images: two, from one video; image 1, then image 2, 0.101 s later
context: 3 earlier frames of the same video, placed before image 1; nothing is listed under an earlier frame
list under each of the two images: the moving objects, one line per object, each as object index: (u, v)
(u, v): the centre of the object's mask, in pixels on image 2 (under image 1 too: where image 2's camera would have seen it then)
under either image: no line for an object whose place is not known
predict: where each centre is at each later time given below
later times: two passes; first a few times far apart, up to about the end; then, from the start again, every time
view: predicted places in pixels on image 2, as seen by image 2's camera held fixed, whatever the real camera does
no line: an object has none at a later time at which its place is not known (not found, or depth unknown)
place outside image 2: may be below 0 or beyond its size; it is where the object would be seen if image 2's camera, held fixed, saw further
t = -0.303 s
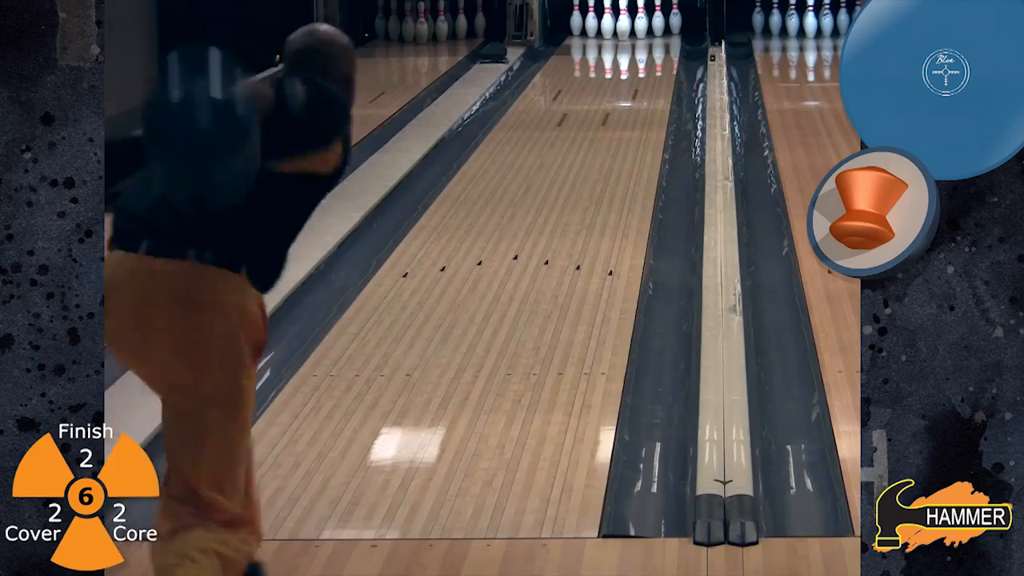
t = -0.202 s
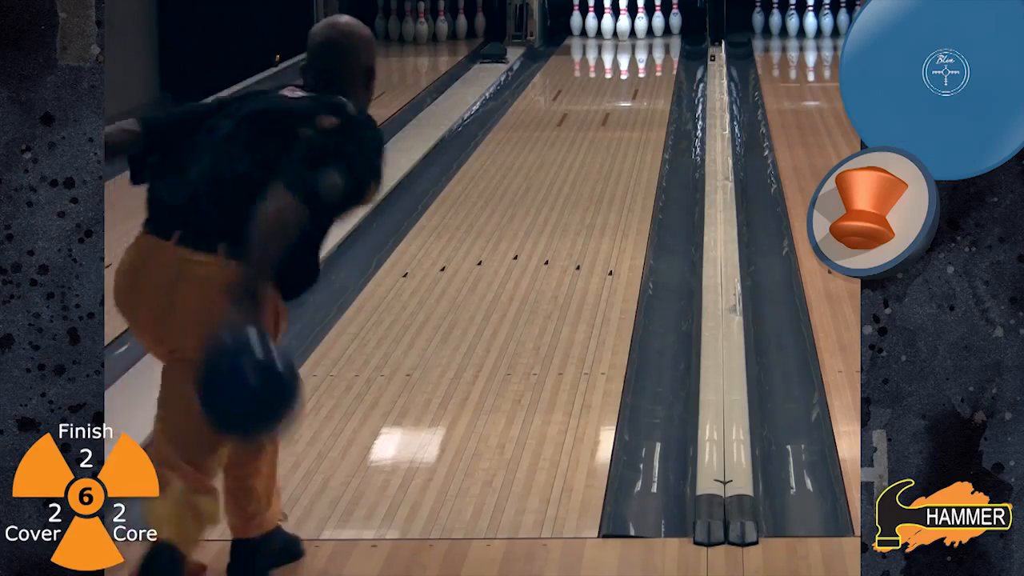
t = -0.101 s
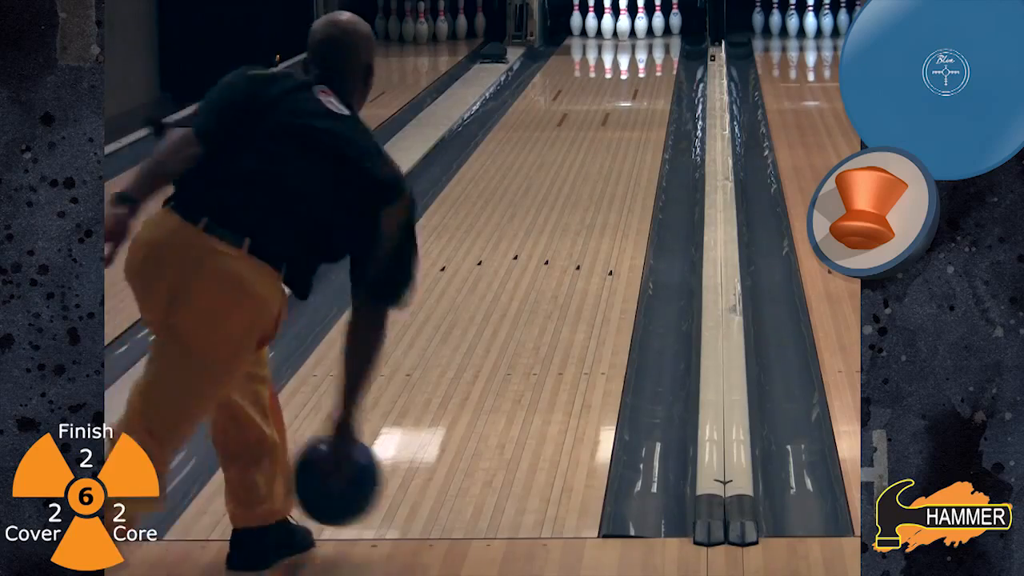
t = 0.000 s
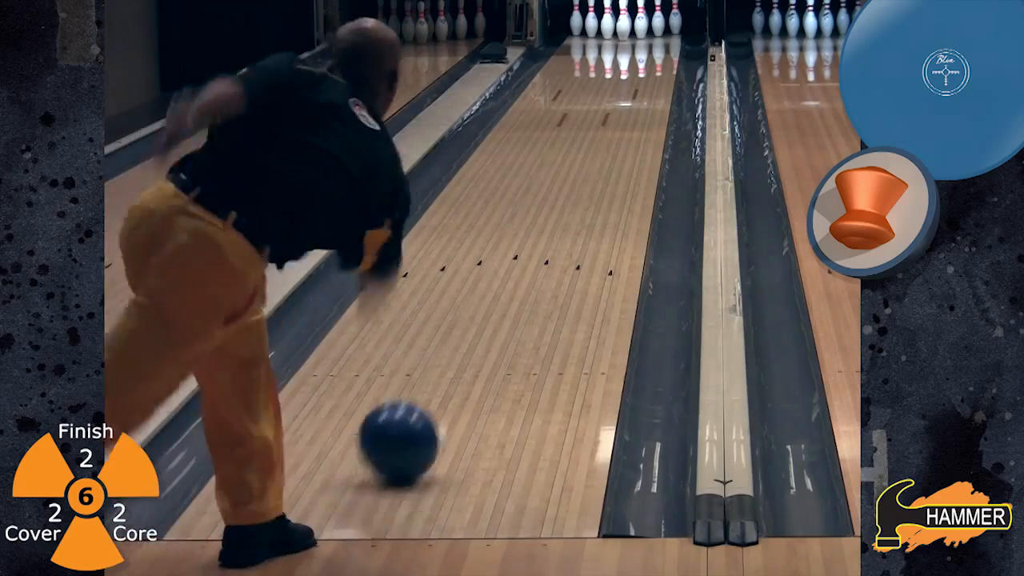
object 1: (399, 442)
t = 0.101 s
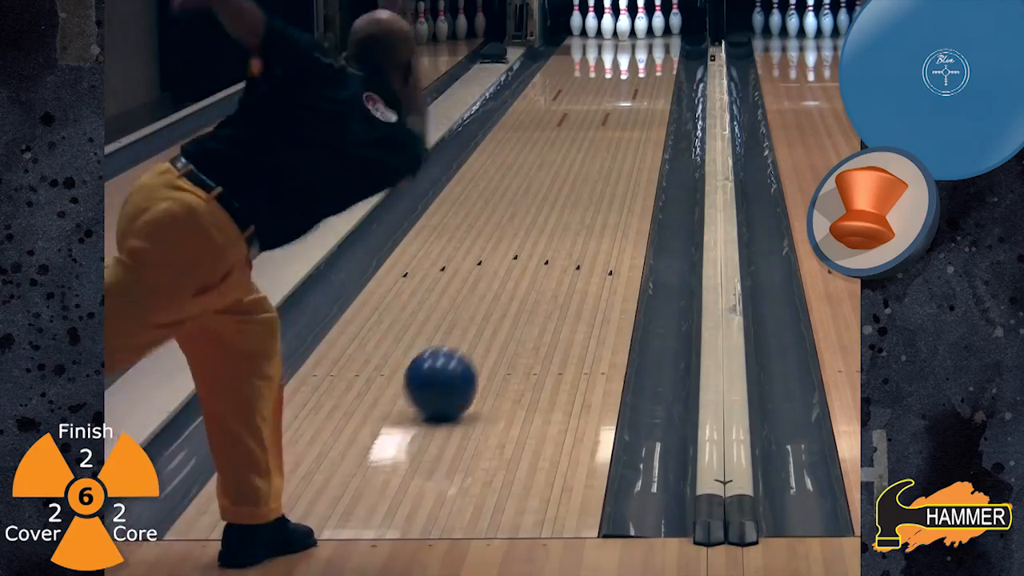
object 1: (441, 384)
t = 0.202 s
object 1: (475, 336)
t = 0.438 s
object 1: (533, 252)
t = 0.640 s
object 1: (568, 201)
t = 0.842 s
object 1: (593, 161)
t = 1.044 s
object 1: (613, 130)
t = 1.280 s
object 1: (629, 102)
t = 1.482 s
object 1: (638, 82)
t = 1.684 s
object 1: (643, 64)
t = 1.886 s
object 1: (642, 47)
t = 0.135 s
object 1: (453, 367)
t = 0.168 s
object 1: (464, 351)
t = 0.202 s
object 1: (475, 336)
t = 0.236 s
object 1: (485, 322)
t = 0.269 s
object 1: (494, 308)
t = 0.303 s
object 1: (503, 296)
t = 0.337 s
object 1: (511, 284)
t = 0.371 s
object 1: (519, 273)
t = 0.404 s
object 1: (526, 262)
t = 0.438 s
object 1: (533, 252)
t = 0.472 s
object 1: (539, 242)
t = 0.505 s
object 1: (546, 234)
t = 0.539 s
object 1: (551, 224)
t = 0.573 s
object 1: (557, 216)
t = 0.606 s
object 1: (562, 208)
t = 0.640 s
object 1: (568, 201)
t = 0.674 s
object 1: (572, 193)
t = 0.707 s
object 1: (577, 186)
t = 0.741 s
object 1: (581, 179)
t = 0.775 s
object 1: (586, 173)
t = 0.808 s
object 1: (589, 167)
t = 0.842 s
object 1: (593, 161)
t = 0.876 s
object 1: (597, 155)
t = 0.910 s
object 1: (600, 150)
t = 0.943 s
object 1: (603, 144)
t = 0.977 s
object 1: (607, 140)
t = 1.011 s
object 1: (610, 135)
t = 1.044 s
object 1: (613, 130)
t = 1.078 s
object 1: (615, 126)
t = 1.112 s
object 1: (618, 121)
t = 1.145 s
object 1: (620, 117)
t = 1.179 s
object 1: (622, 113)
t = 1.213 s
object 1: (624, 109)
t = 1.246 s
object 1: (627, 105)
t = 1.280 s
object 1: (629, 102)
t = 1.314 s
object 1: (630, 98)
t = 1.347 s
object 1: (632, 94)
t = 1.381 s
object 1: (634, 91)
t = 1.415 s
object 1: (635, 88)
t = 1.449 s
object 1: (637, 85)
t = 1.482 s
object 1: (638, 82)
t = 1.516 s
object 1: (639, 79)
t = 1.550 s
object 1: (640, 75)
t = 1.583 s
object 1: (641, 73)
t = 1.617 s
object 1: (642, 70)
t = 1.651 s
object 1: (642, 67)
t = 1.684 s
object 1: (643, 64)
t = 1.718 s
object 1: (643, 61)
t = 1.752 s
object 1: (643, 57)
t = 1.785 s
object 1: (643, 53)
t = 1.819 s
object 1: (643, 51)
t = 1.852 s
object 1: (642, 49)
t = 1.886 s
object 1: (642, 47)
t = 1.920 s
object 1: (641, 45)
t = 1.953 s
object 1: (641, 43)
